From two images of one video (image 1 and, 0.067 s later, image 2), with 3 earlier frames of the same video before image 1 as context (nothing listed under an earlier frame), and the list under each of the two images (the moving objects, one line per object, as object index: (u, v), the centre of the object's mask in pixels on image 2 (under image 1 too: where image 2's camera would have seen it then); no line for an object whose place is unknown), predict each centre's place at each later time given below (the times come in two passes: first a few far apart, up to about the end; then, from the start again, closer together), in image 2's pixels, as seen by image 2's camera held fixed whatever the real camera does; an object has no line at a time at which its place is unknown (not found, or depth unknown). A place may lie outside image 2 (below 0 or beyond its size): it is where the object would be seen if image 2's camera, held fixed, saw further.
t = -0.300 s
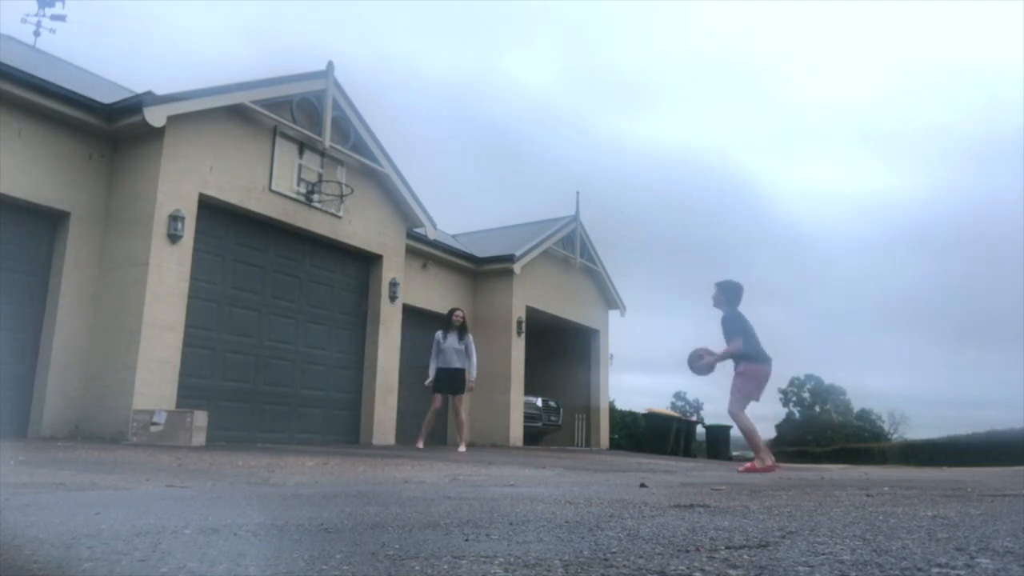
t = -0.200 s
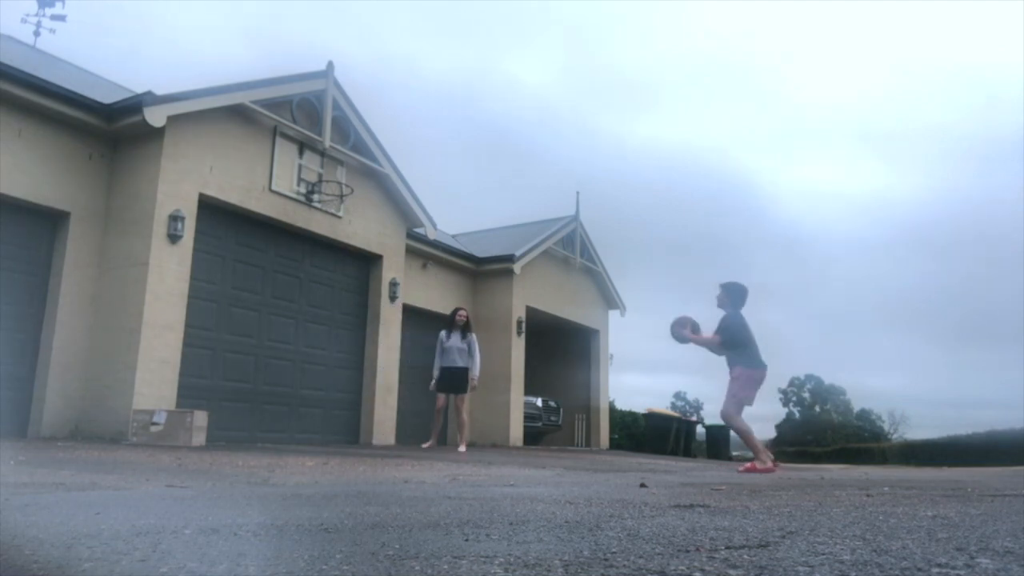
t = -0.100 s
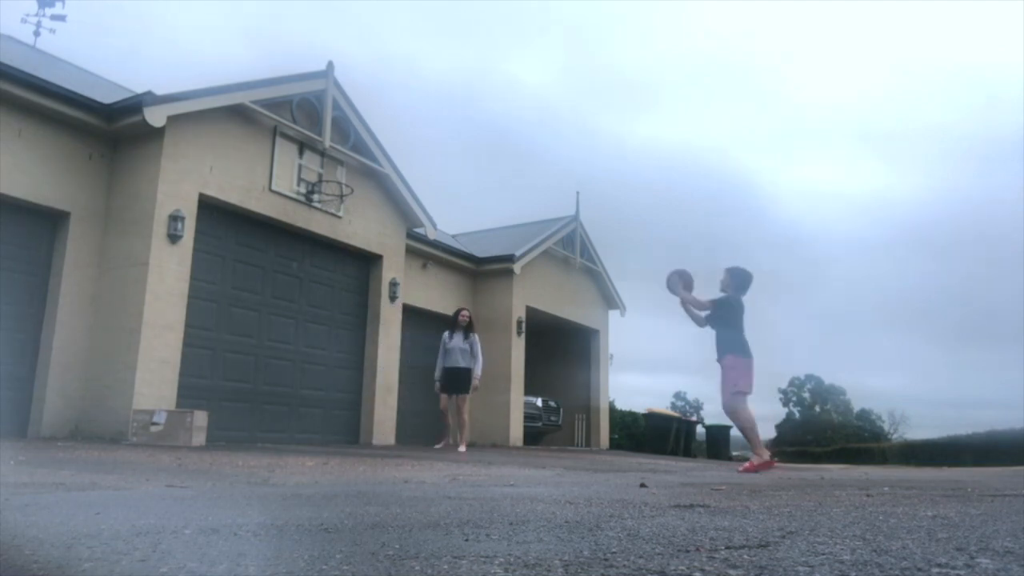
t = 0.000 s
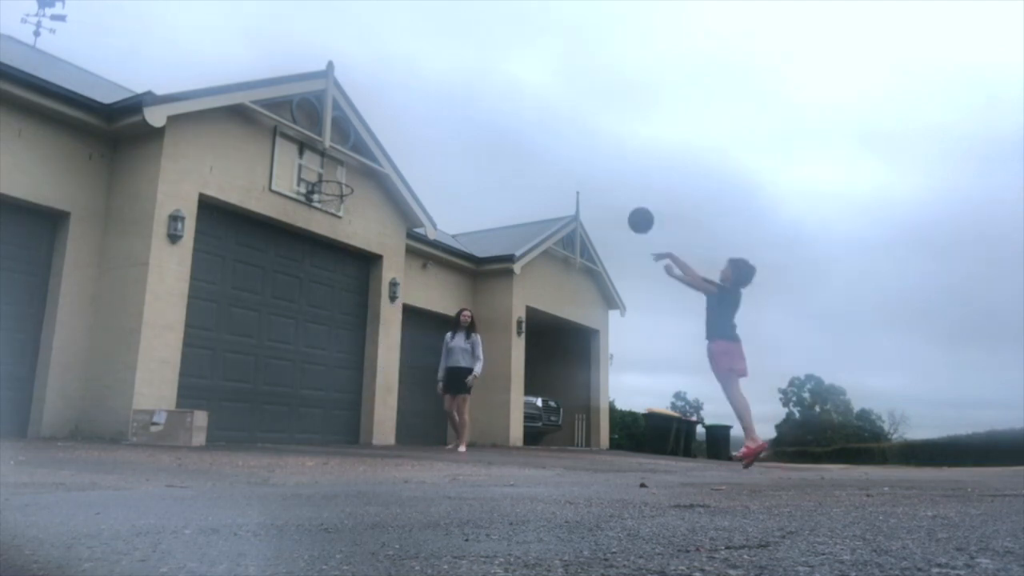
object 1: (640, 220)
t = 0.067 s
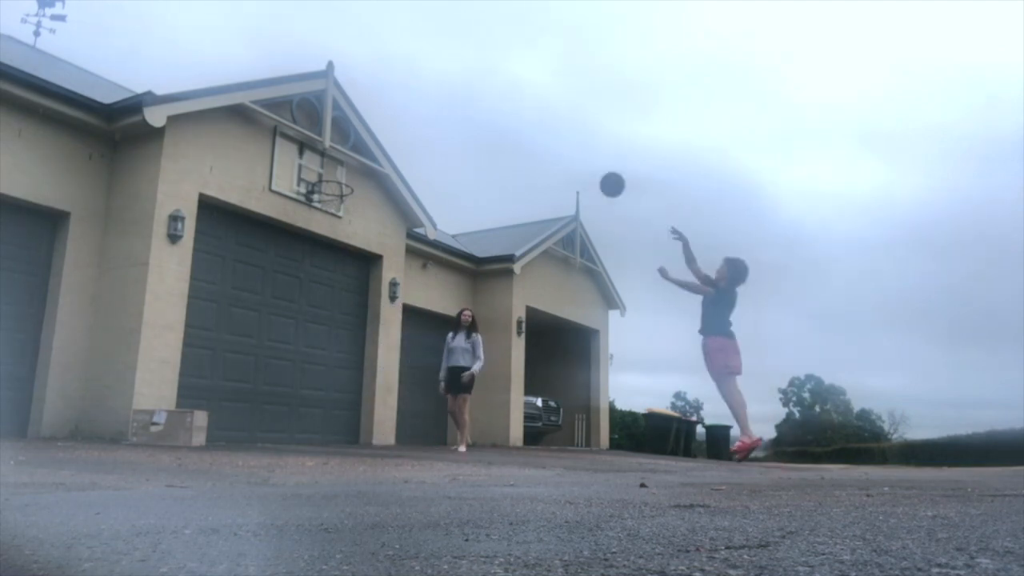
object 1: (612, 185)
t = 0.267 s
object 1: (537, 113)
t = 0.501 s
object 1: (465, 83)
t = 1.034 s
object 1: (327, 167)
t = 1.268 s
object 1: (334, 200)
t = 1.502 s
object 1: (333, 235)
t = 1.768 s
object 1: (325, 325)
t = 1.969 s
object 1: (318, 425)
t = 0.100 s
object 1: (598, 169)
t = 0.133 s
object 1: (585, 155)
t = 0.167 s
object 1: (573, 143)
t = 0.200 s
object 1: (560, 132)
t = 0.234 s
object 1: (549, 122)
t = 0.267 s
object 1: (537, 113)
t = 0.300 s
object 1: (526, 106)
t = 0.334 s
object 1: (515, 99)
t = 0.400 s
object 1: (494, 90)
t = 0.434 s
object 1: (485, 86)
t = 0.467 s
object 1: (475, 84)
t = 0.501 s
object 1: (465, 83)
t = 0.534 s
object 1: (456, 82)
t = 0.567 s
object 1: (446, 83)
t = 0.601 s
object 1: (437, 84)
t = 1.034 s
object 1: (327, 167)
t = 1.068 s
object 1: (319, 177)
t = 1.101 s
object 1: (323, 181)
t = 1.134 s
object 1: (326, 184)
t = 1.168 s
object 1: (329, 187)
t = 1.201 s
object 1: (333, 190)
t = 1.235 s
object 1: (334, 196)
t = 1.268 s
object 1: (334, 200)
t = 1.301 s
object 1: (334, 203)
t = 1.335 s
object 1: (334, 206)
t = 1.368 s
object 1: (334, 210)
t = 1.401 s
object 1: (333, 216)
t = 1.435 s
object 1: (333, 222)
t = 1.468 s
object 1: (332, 229)
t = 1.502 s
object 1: (333, 235)
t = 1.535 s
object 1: (334, 244)
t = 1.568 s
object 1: (331, 253)
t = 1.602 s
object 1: (330, 264)
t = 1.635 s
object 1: (329, 275)
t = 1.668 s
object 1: (328, 286)
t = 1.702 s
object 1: (327, 299)
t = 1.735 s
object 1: (326, 312)
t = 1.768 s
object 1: (325, 325)
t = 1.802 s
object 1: (324, 340)
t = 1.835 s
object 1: (323, 356)
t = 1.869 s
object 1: (322, 372)
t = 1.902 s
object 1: (321, 389)
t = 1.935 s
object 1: (319, 407)
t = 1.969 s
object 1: (318, 425)
